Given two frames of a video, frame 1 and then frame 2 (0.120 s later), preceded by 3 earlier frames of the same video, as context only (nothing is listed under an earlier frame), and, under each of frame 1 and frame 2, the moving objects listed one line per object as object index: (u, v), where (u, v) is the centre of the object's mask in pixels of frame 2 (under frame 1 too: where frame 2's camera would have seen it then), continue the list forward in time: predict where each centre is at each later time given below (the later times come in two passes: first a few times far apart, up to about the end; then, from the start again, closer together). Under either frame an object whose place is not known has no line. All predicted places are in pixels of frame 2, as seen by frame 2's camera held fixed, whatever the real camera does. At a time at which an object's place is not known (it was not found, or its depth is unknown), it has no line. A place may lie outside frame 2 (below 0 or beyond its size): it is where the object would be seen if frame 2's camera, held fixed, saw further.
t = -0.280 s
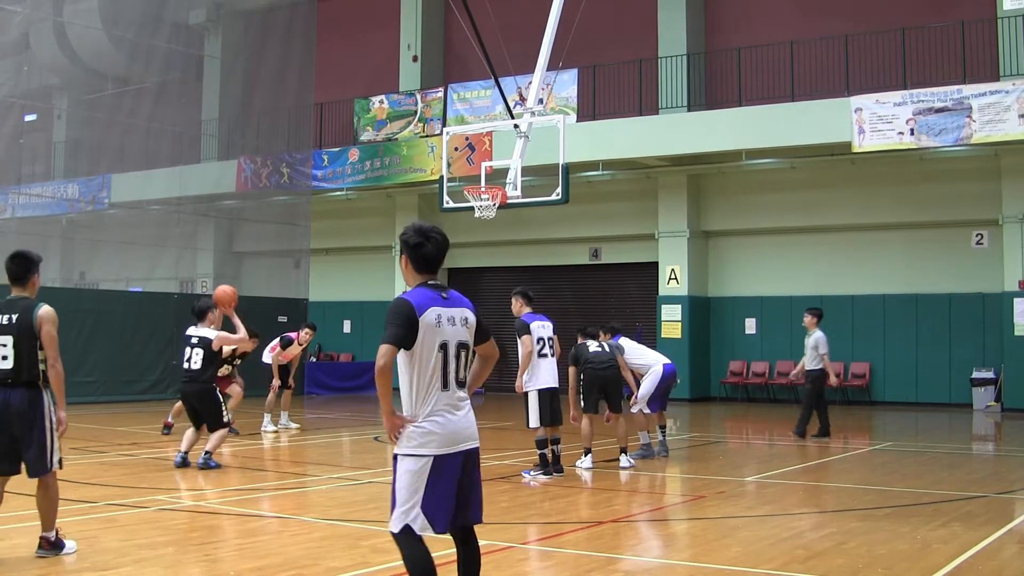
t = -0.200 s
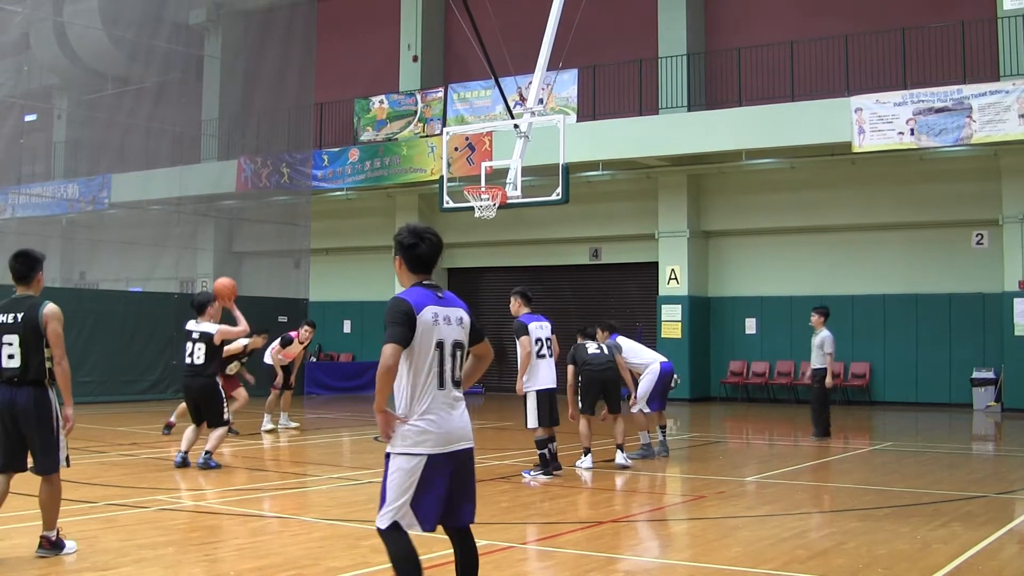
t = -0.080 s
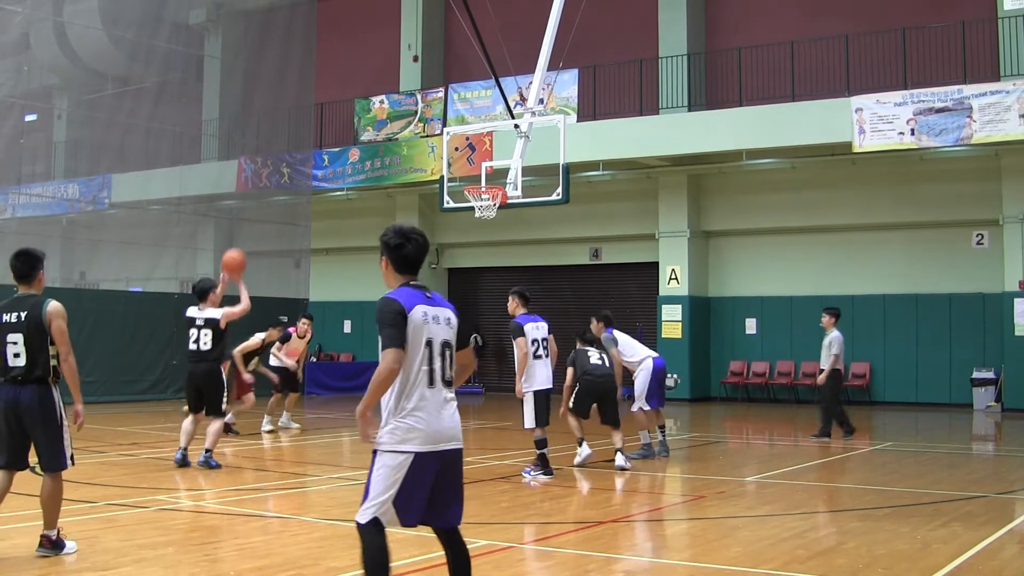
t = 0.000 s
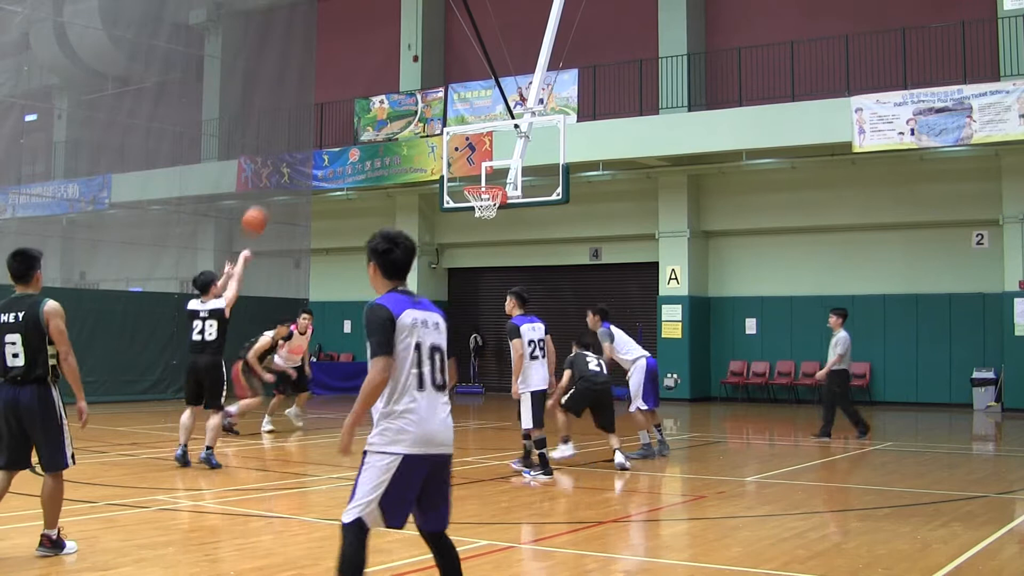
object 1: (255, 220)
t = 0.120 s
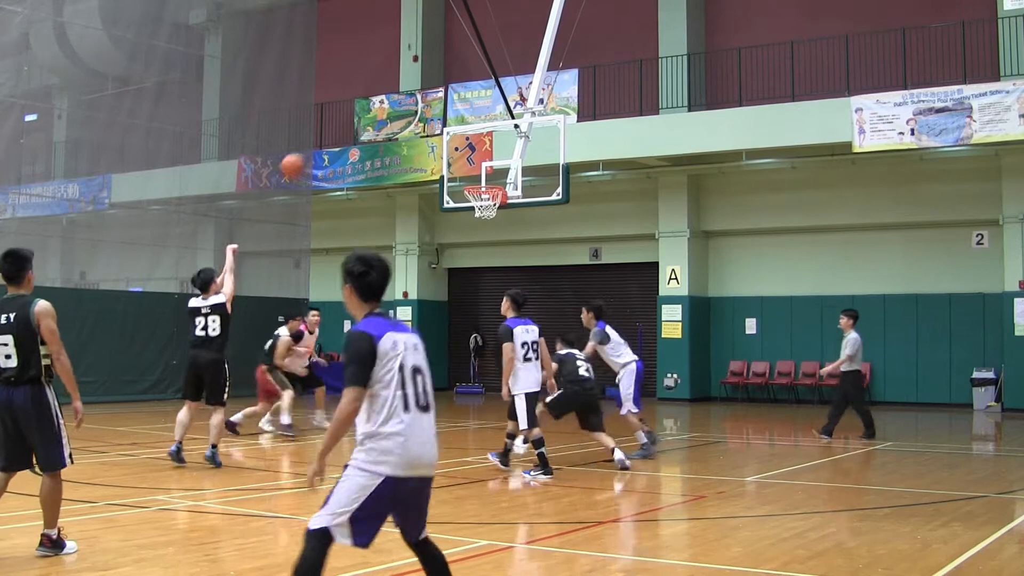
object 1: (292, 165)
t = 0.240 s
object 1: (328, 127)
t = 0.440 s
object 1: (380, 101)
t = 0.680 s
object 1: (435, 115)
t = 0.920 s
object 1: (484, 171)
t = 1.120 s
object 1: (460, 213)
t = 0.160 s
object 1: (304, 152)
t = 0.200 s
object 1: (317, 139)
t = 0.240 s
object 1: (328, 127)
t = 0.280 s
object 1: (338, 121)
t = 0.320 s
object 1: (349, 114)
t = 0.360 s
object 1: (359, 108)
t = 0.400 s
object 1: (369, 104)
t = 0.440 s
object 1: (380, 101)
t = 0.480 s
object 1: (390, 100)
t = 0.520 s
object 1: (400, 101)
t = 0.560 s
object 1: (409, 102)
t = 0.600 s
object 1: (418, 106)
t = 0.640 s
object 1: (426, 110)
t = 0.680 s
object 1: (435, 115)
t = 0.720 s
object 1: (443, 121)
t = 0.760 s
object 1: (451, 130)
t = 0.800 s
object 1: (459, 140)
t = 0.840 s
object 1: (467, 146)
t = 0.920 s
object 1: (484, 171)
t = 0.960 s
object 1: (492, 181)
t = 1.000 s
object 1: (483, 195)
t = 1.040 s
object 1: (475, 203)
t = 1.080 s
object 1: (466, 210)
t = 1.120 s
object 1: (460, 213)
